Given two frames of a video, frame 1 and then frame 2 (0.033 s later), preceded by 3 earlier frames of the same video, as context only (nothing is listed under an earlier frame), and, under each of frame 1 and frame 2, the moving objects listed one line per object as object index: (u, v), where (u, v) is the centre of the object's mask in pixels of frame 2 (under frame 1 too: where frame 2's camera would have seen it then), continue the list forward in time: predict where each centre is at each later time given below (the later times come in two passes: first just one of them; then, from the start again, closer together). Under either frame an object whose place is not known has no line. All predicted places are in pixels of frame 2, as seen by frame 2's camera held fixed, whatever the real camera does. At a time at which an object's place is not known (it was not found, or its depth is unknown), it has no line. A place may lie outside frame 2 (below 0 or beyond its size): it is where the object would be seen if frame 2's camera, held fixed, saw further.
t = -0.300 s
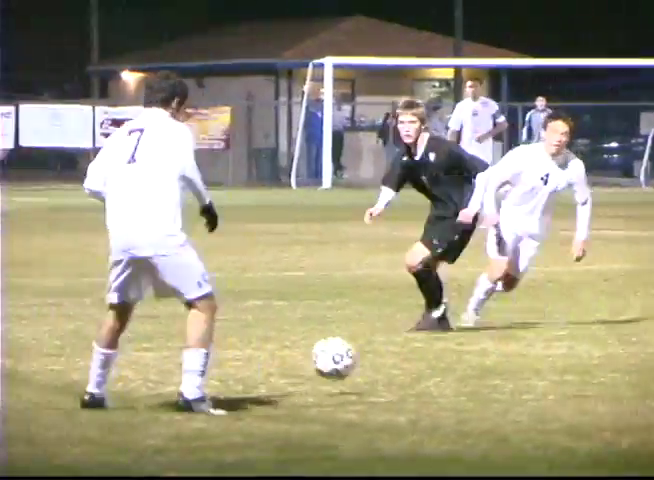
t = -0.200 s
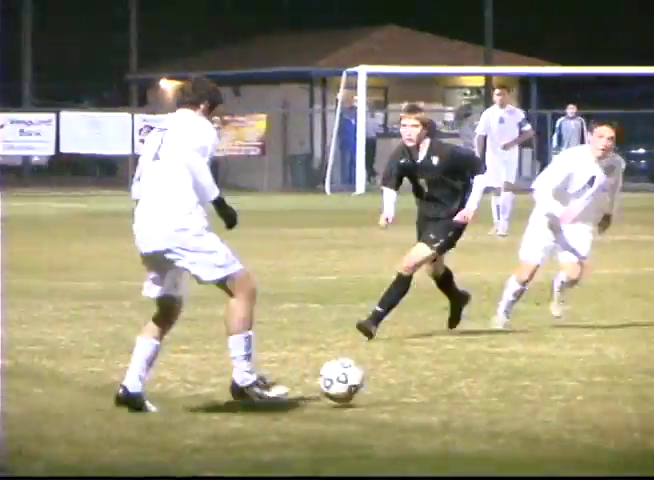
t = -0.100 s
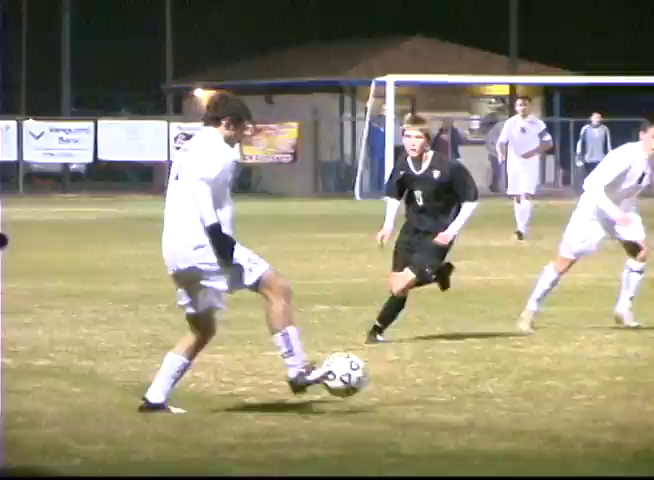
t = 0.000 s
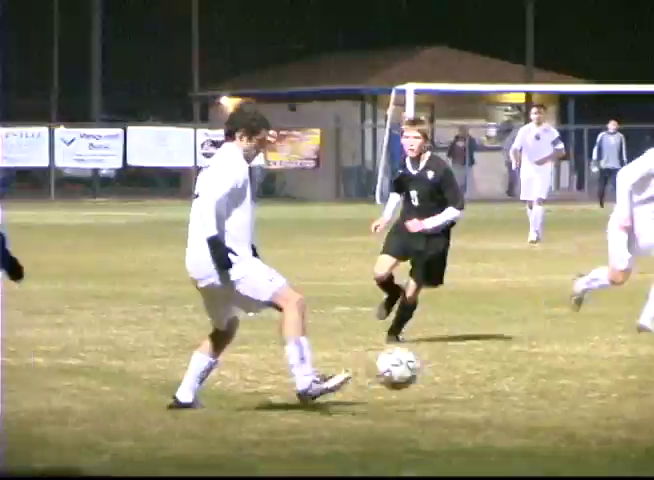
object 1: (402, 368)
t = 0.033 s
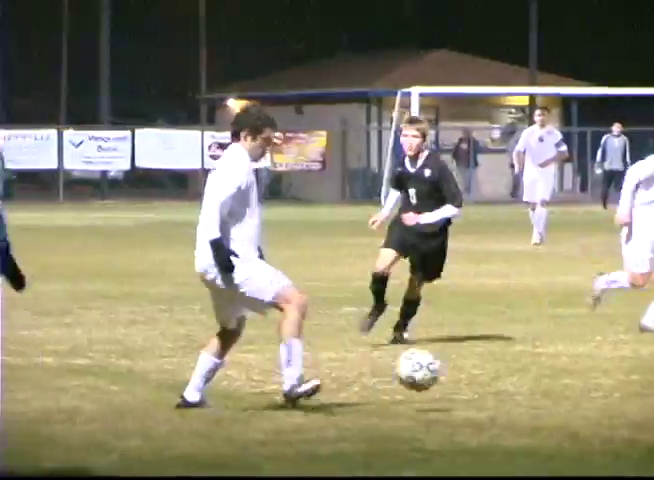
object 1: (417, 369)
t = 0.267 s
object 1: (515, 393)
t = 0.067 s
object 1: (433, 373)
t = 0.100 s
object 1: (449, 378)
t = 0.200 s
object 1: (492, 395)
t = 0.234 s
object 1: (503, 392)
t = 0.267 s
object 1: (515, 393)
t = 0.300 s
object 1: (526, 395)
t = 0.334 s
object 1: (538, 398)
